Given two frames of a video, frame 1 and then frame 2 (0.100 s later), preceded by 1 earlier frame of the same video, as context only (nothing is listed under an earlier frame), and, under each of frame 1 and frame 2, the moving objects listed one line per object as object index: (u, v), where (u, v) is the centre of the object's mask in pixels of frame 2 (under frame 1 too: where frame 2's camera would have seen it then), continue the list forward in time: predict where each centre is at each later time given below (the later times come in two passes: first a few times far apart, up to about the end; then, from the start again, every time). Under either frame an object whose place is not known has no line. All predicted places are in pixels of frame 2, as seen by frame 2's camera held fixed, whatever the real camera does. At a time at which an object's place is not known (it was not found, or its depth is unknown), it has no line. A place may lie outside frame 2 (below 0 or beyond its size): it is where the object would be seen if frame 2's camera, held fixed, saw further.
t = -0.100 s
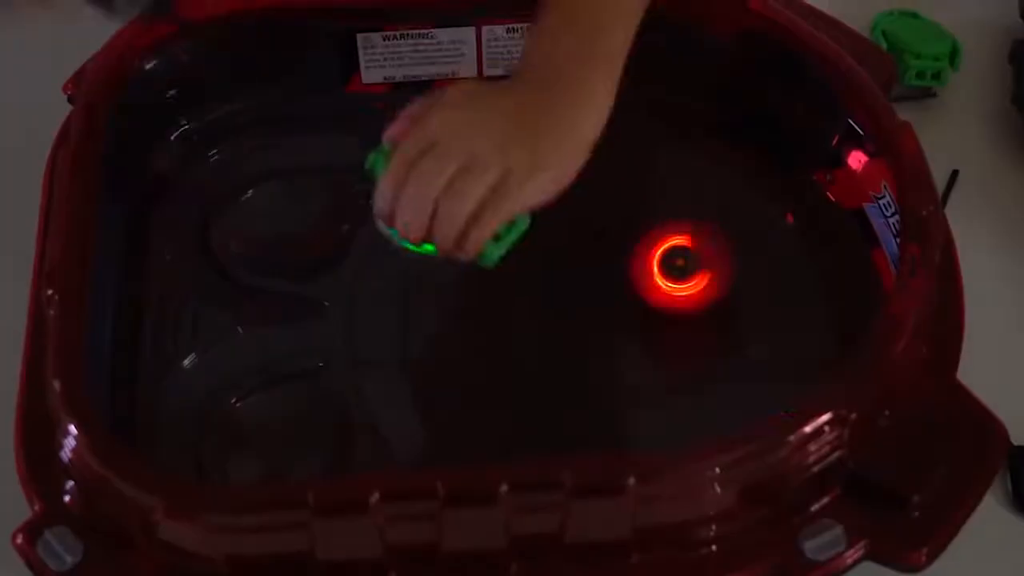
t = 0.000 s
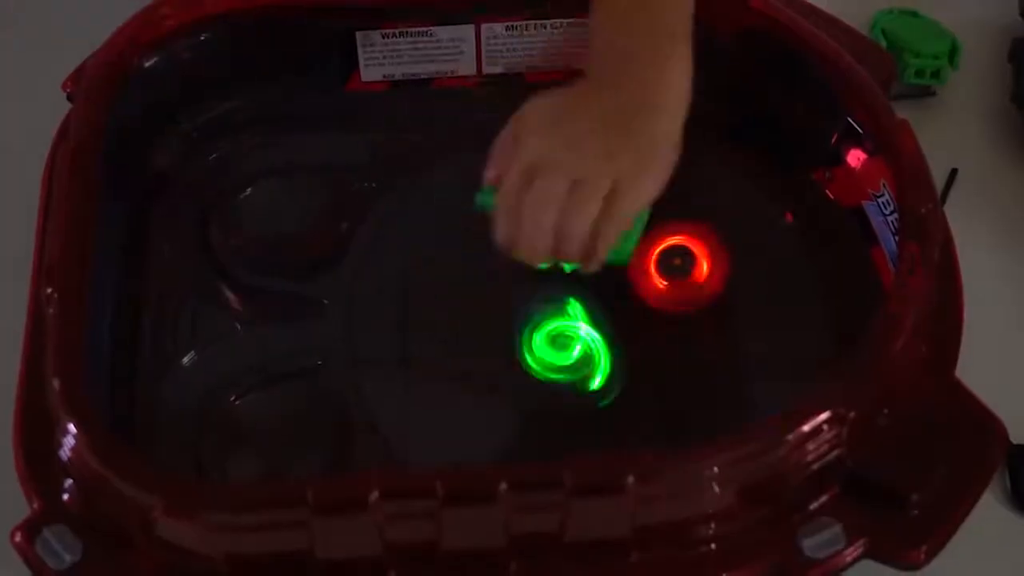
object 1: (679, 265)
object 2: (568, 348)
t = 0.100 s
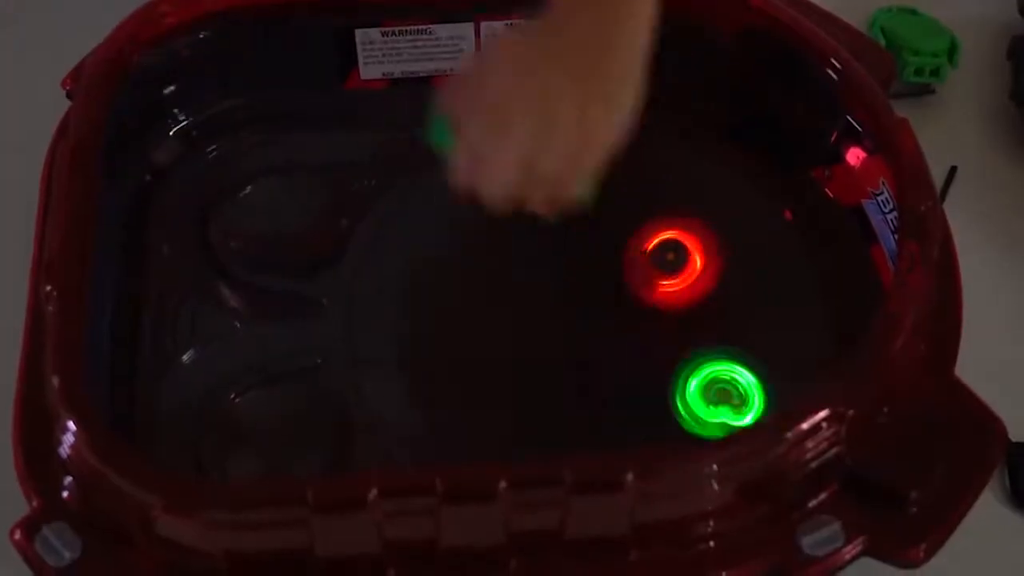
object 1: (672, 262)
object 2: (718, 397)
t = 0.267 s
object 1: (638, 301)
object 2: (833, 305)
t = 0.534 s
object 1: (603, 389)
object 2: (699, 121)
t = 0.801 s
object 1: (600, 411)
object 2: (374, 108)
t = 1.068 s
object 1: (591, 397)
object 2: (269, 280)
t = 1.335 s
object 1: (715, 414)
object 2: (536, 223)
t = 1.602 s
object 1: (743, 316)
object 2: (500, 148)
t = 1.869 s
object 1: (678, 258)
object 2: (412, 255)
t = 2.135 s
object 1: (586, 236)
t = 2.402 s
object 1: (520, 257)
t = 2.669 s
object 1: (507, 295)
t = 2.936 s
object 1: (511, 315)
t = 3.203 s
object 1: (517, 337)
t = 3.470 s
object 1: (464, 347)
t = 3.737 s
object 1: (468, 345)
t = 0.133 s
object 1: (664, 276)
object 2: (764, 380)
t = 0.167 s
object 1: (659, 274)
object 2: (803, 361)
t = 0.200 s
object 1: (651, 285)
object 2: (820, 345)
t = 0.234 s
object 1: (644, 289)
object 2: (833, 324)
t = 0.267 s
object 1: (638, 301)
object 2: (833, 305)
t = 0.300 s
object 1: (631, 313)
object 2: (831, 280)
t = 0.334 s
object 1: (626, 323)
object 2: (829, 252)
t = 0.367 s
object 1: (621, 336)
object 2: (815, 229)
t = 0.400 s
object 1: (617, 349)
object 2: (801, 204)
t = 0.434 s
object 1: (614, 361)
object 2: (781, 177)
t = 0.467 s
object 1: (607, 373)
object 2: (754, 154)
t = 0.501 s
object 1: (606, 380)
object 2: (728, 135)
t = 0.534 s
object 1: (603, 389)
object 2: (699, 121)
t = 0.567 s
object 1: (599, 394)
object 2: (660, 106)
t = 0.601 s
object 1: (598, 399)
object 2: (622, 100)
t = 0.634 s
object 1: (594, 406)
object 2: (583, 96)
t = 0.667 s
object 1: (594, 408)
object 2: (544, 98)
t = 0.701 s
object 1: (596, 409)
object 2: (504, 101)
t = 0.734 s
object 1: (594, 412)
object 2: (463, 103)
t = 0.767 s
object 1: (597, 411)
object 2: (420, 106)
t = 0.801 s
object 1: (600, 411)
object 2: (374, 108)
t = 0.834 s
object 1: (599, 410)
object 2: (327, 111)
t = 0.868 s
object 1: (600, 409)
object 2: (278, 115)
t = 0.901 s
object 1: (602, 407)
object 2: (227, 121)
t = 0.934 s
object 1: (598, 406)
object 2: (188, 145)
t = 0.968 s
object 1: (598, 404)
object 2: (170, 188)
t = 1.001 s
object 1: (597, 402)
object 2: (174, 233)
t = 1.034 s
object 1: (592, 399)
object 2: (212, 266)
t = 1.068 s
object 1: (591, 397)
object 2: (269, 280)
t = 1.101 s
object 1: (590, 395)
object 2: (331, 292)
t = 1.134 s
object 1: (586, 387)
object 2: (396, 315)
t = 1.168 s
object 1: (584, 377)
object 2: (460, 329)
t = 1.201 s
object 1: (603, 385)
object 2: (496, 322)
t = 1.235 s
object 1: (635, 402)
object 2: (508, 293)
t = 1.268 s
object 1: (665, 413)
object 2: (522, 269)
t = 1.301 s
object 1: (694, 416)
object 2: (531, 245)
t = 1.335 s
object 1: (715, 414)
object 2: (536, 223)
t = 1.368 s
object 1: (728, 410)
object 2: (539, 203)
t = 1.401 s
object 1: (735, 397)
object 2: (540, 184)
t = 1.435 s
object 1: (746, 382)
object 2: (539, 170)
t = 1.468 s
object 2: (535, 157)
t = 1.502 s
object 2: (528, 149)
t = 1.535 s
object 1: (750, 342)
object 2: (521, 145)
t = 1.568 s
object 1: (746, 328)
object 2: (512, 145)
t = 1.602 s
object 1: (743, 316)
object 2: (500, 148)
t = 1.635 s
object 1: (740, 309)
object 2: (483, 152)
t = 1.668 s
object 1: (733, 301)
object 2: (469, 162)
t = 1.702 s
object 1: (722, 293)
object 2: (451, 171)
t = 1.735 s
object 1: (714, 284)
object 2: (434, 180)
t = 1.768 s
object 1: (707, 276)
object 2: (422, 199)
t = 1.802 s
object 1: (700, 270)
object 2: (416, 216)
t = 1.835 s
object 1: (690, 265)
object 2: (413, 238)
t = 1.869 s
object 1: (678, 258)
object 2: (412, 255)
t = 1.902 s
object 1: (667, 251)
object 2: (420, 273)
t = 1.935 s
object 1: (657, 247)
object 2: (429, 290)
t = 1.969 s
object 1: (647, 244)
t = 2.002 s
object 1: (636, 243)
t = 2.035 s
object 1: (622, 241)
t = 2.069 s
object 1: (607, 237)
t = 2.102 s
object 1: (598, 235)
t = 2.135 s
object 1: (586, 236)
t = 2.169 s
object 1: (577, 237)
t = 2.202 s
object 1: (566, 240)
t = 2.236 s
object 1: (554, 242)
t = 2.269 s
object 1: (546, 243)
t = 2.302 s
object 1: (539, 247)
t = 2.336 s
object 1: (532, 251)
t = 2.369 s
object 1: (527, 254)
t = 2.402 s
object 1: (520, 257)
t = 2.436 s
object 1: (514, 261)
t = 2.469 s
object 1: (512, 265)
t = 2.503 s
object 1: (510, 270)
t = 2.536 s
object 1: (508, 277)
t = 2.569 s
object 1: (508, 283)
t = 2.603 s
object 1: (507, 288)
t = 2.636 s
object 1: (506, 292)
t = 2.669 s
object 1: (507, 295)
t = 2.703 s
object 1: (507, 297)
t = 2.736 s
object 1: (508, 299)
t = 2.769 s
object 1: (509, 304)
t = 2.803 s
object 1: (510, 306)
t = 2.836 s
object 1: (513, 307)
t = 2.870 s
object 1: (511, 310)
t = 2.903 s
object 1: (508, 314)
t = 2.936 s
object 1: (511, 315)
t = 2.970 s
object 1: (513, 316)
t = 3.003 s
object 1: (517, 319)
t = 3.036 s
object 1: (519, 323)
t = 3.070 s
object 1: (524, 325)
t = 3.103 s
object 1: (527, 330)
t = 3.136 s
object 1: (530, 330)
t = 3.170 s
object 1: (532, 333)
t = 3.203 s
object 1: (517, 337)
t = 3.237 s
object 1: (498, 340)
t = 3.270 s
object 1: (485, 341)
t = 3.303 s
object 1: (476, 343)
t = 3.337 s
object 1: (470, 345)
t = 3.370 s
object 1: (467, 345)
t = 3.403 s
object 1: (464, 345)
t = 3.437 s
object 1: (465, 346)
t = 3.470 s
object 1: (464, 347)
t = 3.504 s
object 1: (464, 346)
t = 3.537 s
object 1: (464, 347)
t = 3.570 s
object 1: (464, 347)
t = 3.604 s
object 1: (464, 347)
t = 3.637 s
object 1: (464, 346)
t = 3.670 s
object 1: (465, 346)
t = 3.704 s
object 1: (466, 345)
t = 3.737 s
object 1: (468, 345)
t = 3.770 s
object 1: (469, 345)
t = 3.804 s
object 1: (472, 344)
